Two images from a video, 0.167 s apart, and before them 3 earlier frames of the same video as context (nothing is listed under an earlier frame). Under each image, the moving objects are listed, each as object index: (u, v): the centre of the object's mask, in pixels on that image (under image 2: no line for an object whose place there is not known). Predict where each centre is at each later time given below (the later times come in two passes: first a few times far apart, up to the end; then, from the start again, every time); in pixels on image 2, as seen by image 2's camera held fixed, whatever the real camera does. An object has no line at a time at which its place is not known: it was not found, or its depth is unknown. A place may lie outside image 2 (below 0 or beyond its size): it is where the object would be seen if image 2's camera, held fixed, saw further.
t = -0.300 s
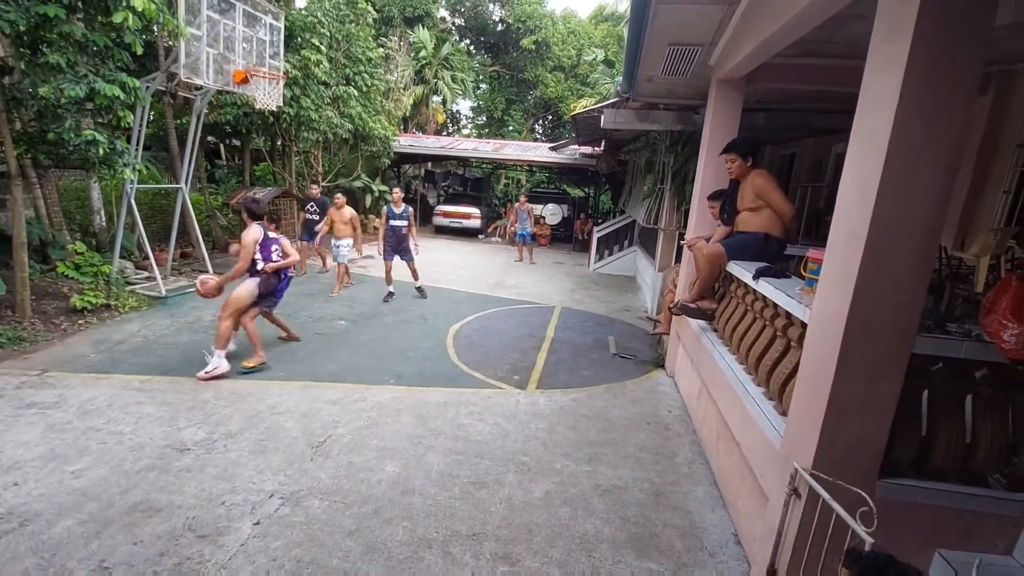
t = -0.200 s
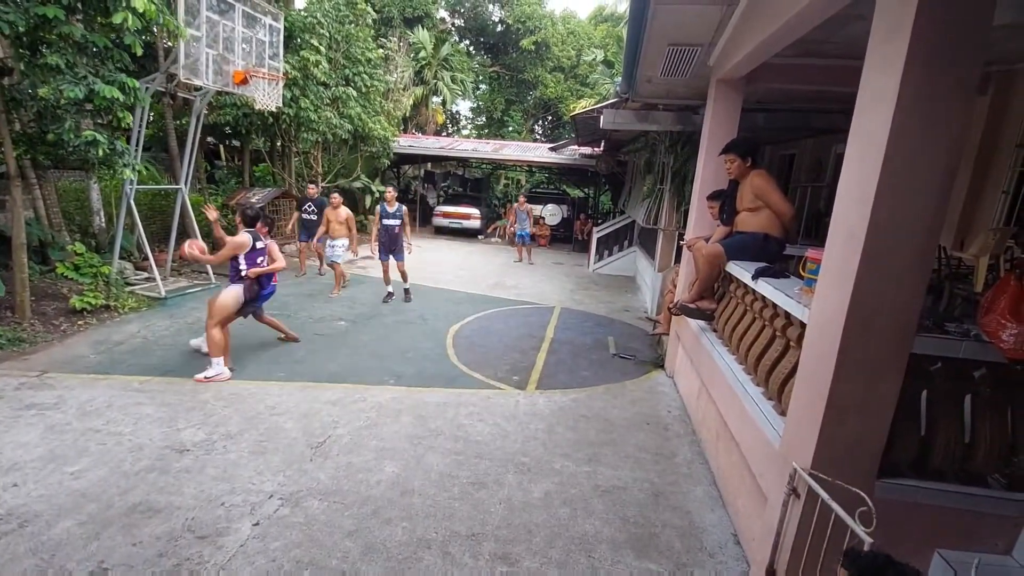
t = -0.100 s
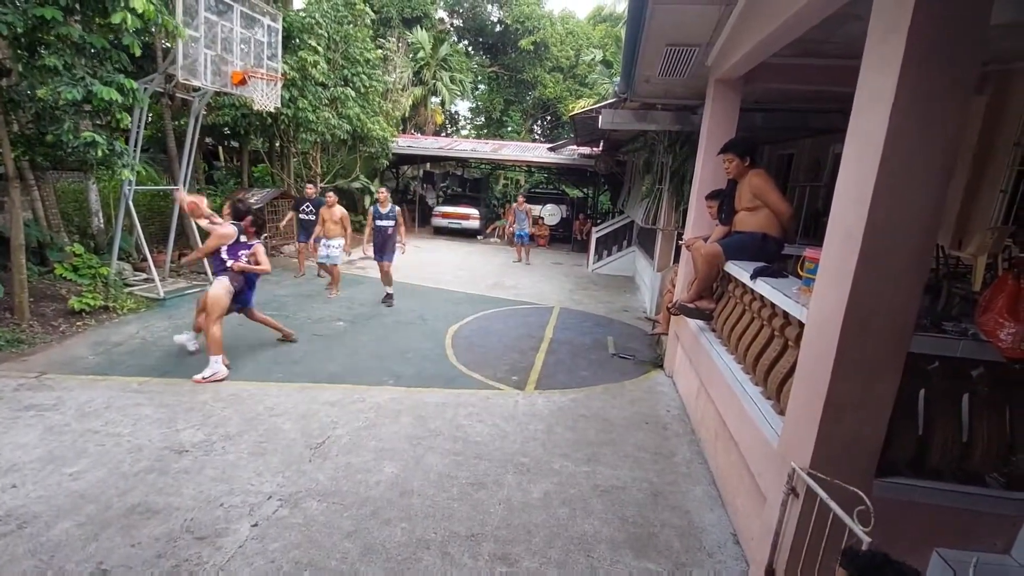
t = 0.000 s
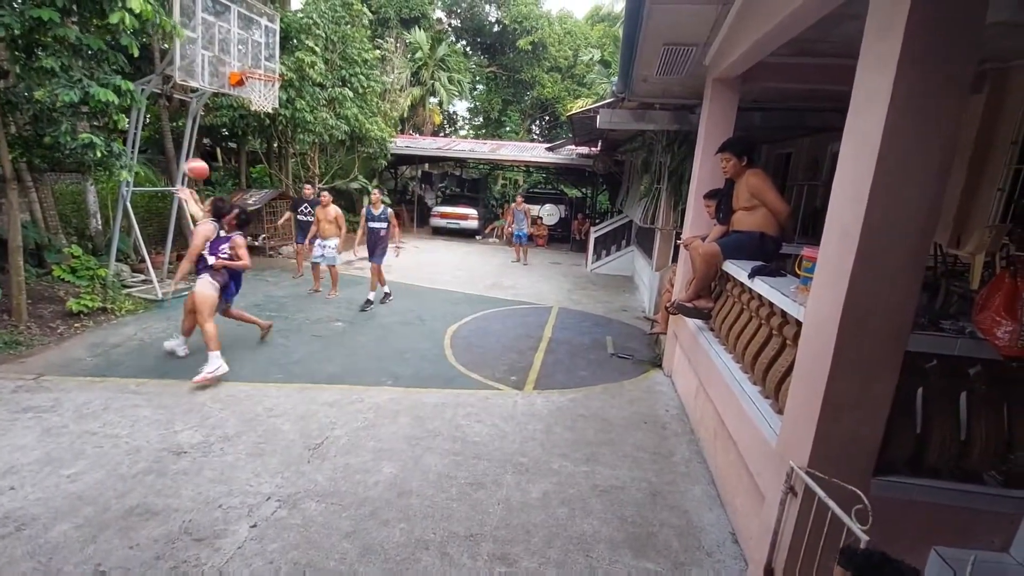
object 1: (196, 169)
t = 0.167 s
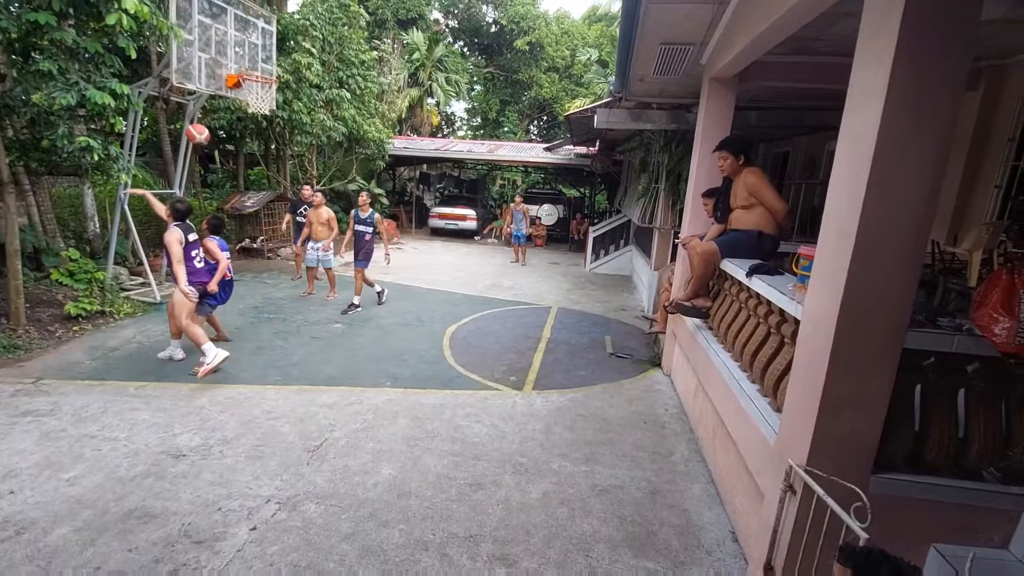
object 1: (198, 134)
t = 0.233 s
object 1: (199, 127)
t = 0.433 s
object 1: (206, 129)
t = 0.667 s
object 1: (215, 165)
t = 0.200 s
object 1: (198, 130)
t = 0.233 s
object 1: (199, 127)
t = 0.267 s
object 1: (201, 125)
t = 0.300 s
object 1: (202, 124)
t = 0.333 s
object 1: (203, 125)
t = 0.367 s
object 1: (203, 125)
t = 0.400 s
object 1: (205, 126)
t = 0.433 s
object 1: (206, 129)
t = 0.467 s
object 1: (207, 131)
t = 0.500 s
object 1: (209, 135)
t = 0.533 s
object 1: (209, 141)
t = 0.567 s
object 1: (211, 145)
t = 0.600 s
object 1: (213, 151)
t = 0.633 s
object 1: (214, 158)
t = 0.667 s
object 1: (215, 165)
